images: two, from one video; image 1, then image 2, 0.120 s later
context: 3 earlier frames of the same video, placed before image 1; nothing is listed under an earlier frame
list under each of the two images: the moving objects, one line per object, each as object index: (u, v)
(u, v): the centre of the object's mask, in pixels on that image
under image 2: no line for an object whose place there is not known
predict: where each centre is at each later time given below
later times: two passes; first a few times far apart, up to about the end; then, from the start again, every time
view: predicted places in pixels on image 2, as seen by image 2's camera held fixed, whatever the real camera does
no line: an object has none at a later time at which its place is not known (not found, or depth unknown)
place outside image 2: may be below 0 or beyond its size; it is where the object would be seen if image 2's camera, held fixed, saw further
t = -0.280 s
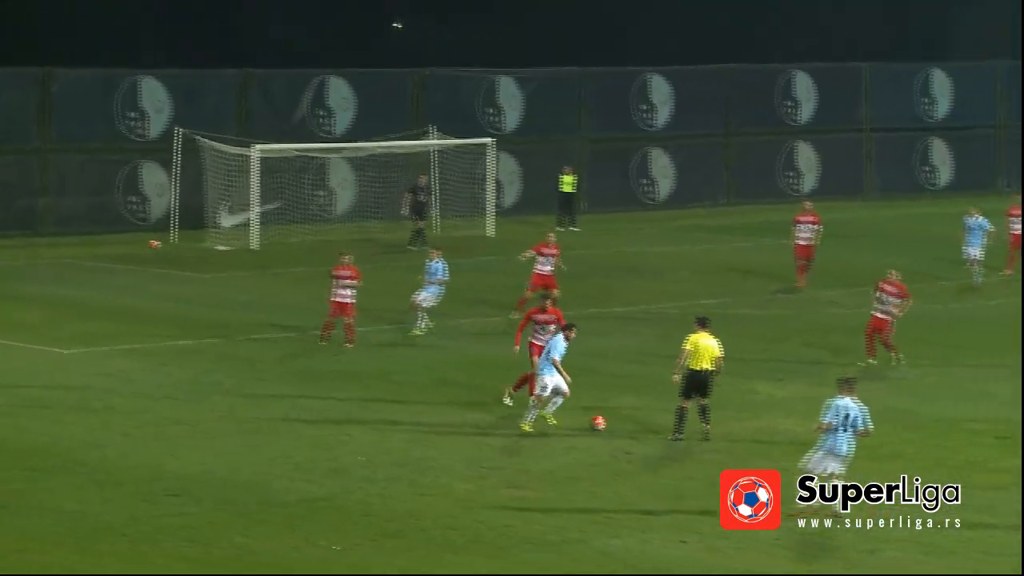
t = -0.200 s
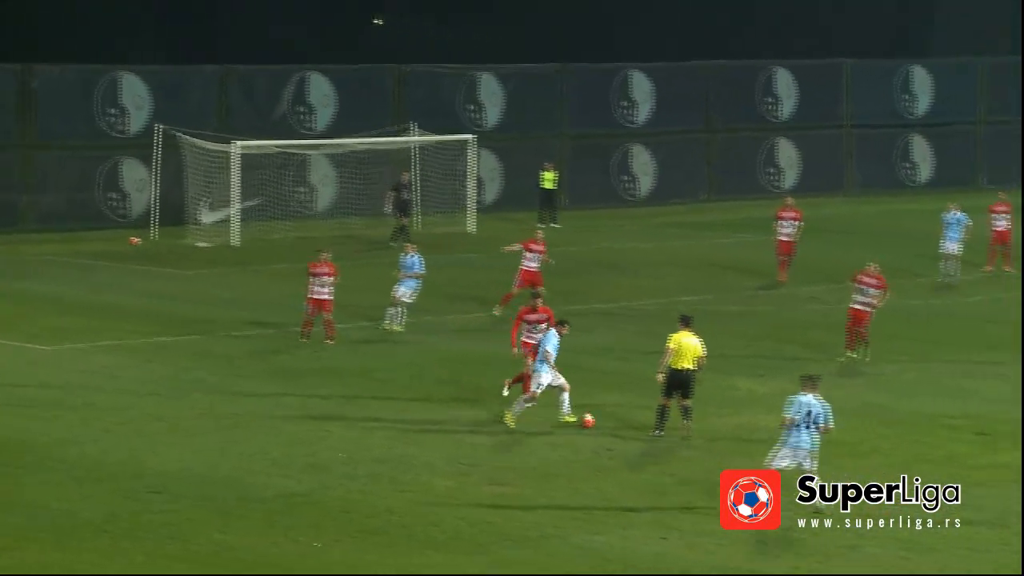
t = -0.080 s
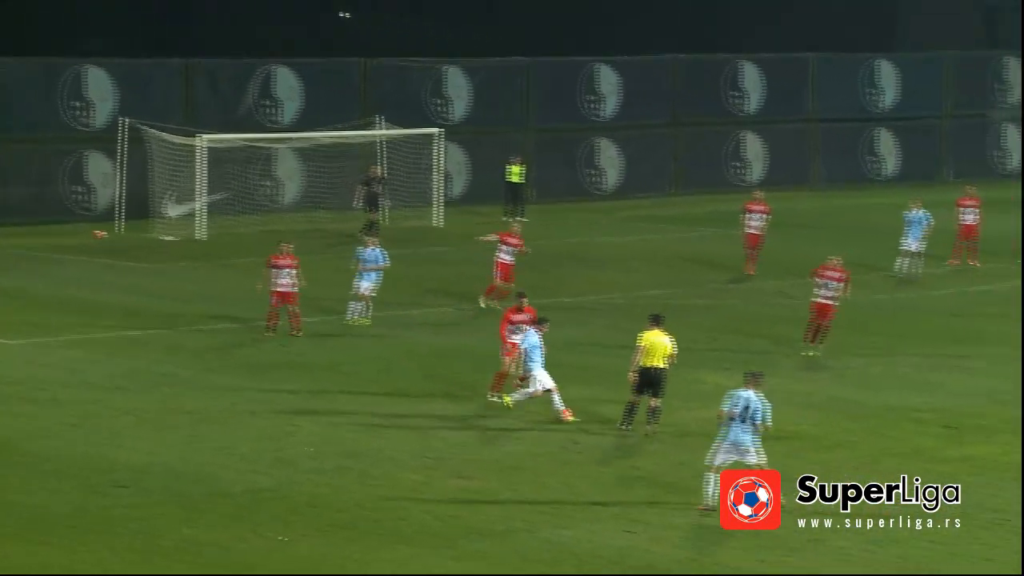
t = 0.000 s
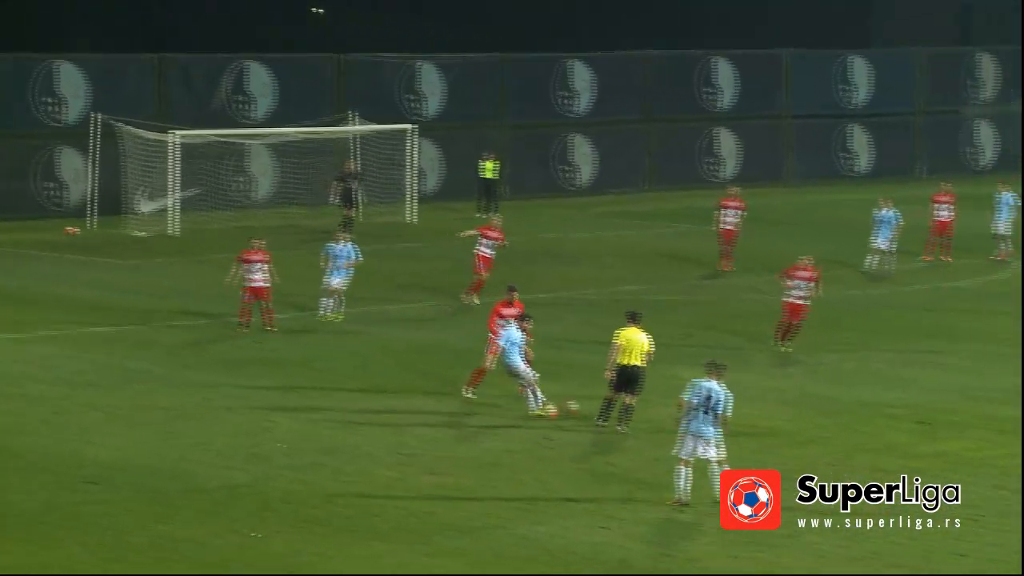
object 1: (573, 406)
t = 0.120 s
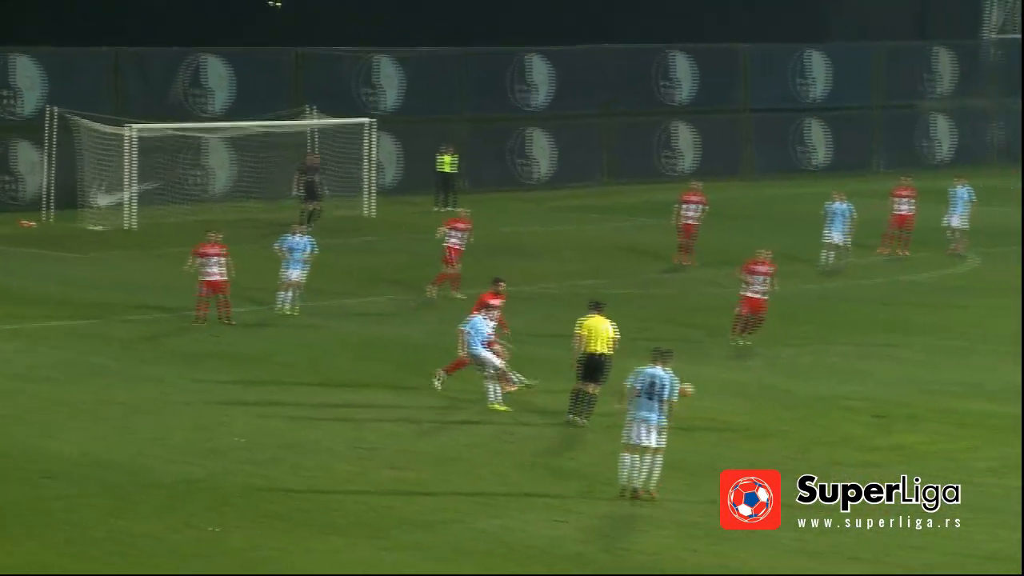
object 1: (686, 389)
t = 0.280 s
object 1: (858, 388)
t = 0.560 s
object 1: (1132, 372)
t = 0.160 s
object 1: (726, 389)
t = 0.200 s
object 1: (772, 389)
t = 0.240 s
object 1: (816, 390)
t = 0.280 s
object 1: (858, 388)
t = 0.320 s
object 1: (899, 384)
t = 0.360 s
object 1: (940, 381)
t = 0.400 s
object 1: (982, 380)
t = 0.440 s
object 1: (1022, 381)
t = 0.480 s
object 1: (1062, 382)
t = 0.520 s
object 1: (1098, 378)
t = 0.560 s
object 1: (1132, 372)
